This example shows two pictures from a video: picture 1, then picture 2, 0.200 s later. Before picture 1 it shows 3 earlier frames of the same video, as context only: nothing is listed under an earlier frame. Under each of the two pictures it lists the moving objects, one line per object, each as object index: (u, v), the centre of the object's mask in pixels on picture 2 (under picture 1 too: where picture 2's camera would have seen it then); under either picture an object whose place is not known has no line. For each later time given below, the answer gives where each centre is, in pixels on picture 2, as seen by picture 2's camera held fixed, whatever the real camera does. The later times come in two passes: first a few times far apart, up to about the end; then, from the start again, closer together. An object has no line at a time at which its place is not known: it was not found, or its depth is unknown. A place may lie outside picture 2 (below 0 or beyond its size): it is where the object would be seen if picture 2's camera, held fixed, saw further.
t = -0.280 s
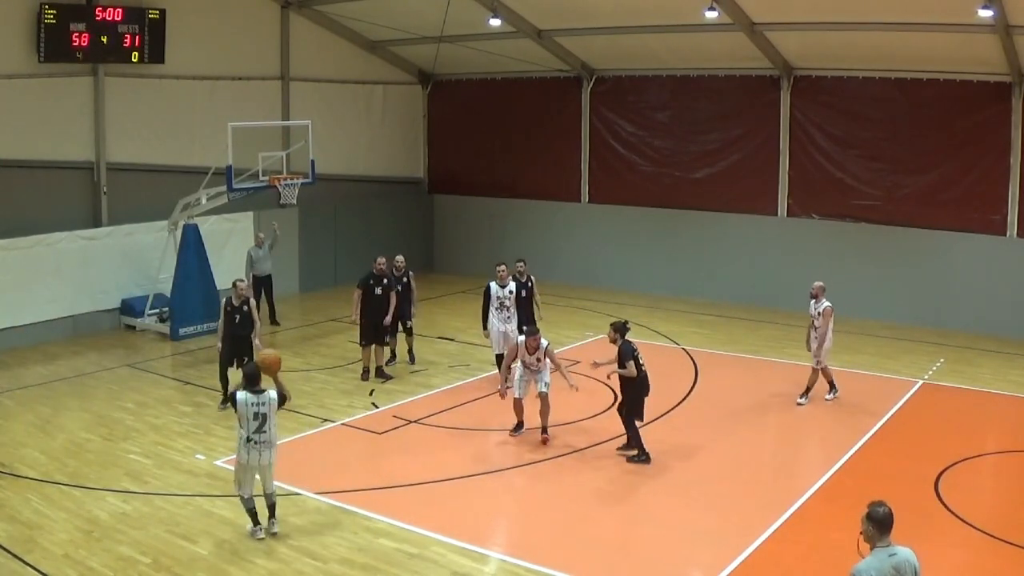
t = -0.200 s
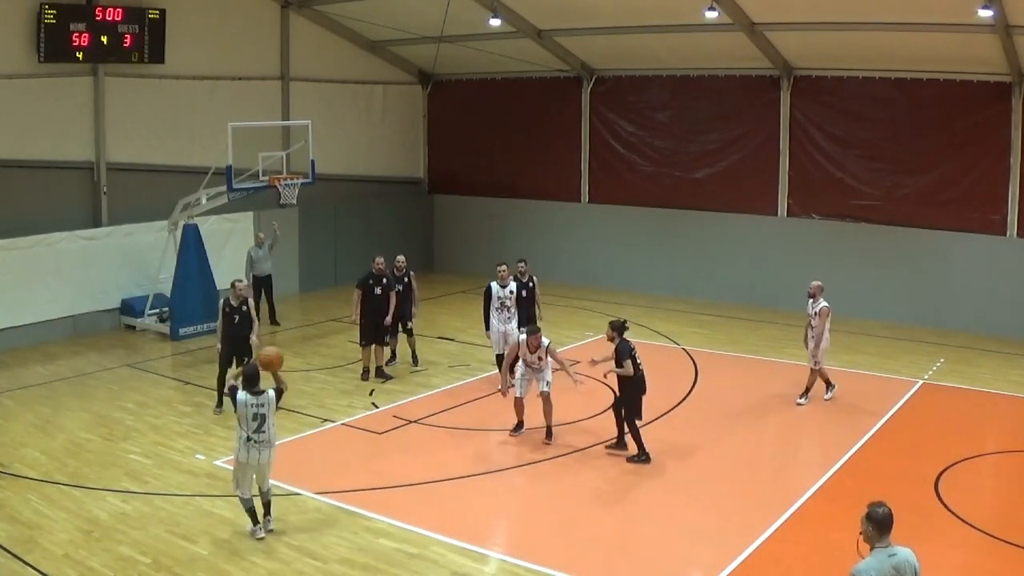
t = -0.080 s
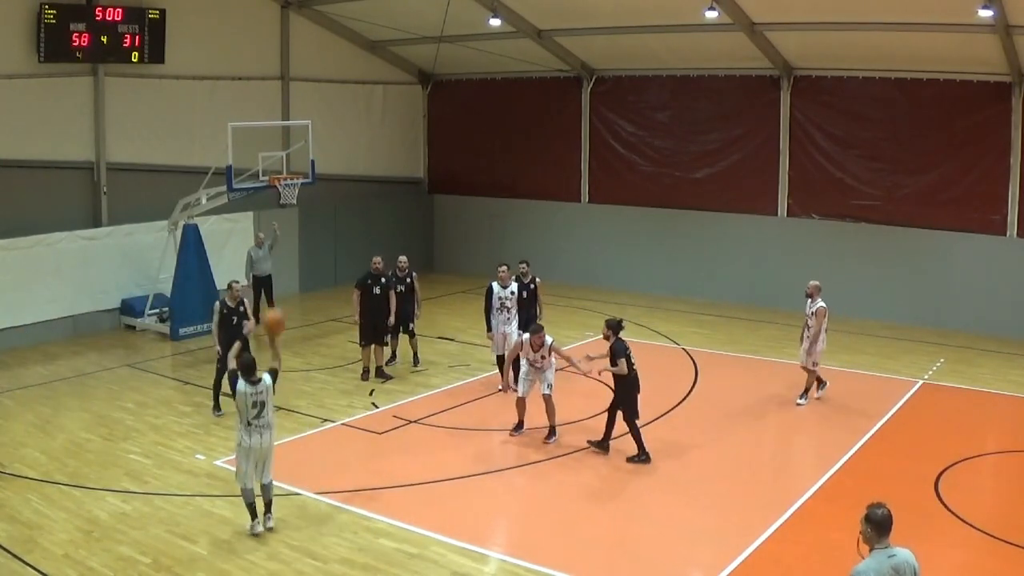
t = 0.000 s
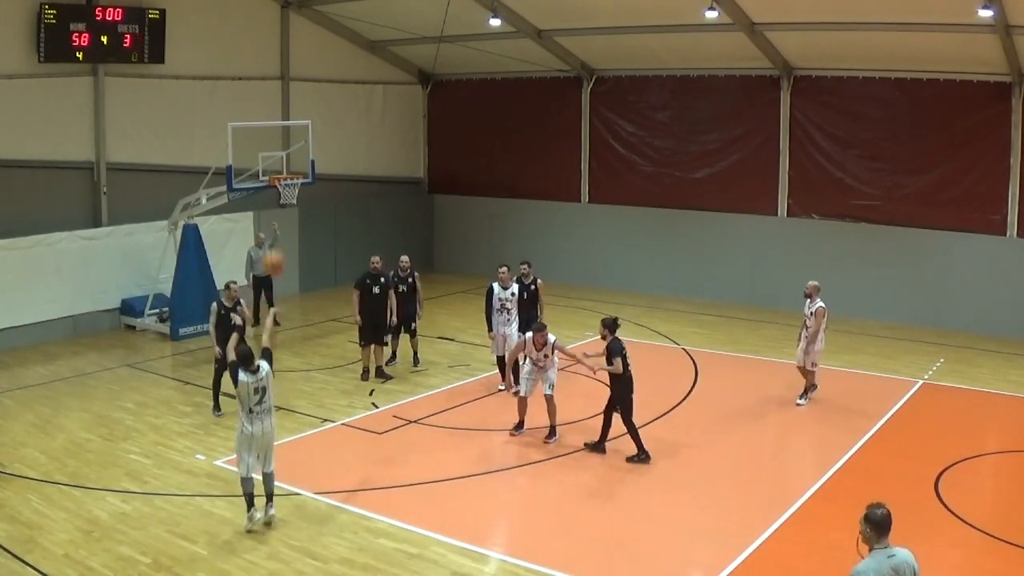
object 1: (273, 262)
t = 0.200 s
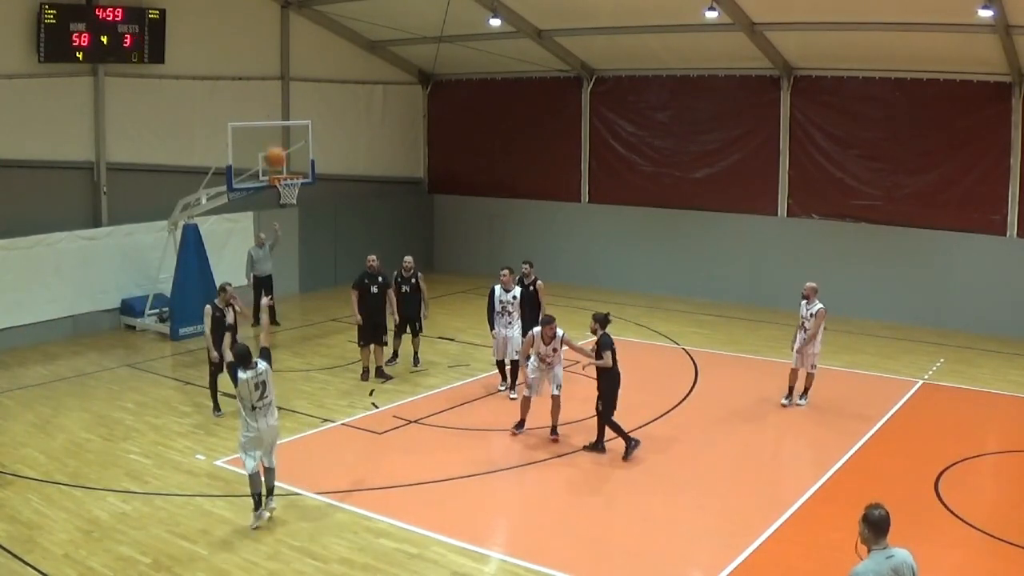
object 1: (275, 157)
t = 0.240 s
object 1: (276, 143)
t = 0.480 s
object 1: (279, 96)
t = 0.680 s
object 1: (281, 94)
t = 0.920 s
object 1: (285, 125)
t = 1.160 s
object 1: (289, 161)
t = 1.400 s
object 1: (291, 132)
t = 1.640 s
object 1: (311, 129)
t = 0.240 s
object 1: (276, 143)
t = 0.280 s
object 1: (276, 131)
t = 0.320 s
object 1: (277, 120)
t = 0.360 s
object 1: (277, 111)
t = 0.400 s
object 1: (278, 105)
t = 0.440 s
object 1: (277, 98)
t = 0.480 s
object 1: (279, 96)
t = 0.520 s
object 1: (279, 92)
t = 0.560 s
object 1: (280, 92)
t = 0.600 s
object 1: (280, 92)
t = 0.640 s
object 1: (281, 92)
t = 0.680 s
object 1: (281, 94)
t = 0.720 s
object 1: (281, 96)
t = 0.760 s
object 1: (282, 100)
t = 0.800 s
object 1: (282, 105)
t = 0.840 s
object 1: (283, 110)
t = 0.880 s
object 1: (284, 118)
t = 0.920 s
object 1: (285, 125)
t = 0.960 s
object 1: (284, 134)
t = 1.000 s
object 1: (286, 141)
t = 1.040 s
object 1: (287, 150)
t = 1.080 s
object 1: (287, 161)
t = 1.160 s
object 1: (289, 161)
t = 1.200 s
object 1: (288, 155)
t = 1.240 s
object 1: (289, 148)
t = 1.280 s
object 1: (290, 143)
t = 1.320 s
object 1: (291, 137)
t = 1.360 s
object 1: (291, 134)
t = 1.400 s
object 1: (291, 132)
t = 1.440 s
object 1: (292, 131)
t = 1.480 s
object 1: (295, 129)
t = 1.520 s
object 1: (299, 128)
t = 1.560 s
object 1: (304, 127)
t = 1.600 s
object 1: (307, 128)
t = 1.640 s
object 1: (311, 129)
